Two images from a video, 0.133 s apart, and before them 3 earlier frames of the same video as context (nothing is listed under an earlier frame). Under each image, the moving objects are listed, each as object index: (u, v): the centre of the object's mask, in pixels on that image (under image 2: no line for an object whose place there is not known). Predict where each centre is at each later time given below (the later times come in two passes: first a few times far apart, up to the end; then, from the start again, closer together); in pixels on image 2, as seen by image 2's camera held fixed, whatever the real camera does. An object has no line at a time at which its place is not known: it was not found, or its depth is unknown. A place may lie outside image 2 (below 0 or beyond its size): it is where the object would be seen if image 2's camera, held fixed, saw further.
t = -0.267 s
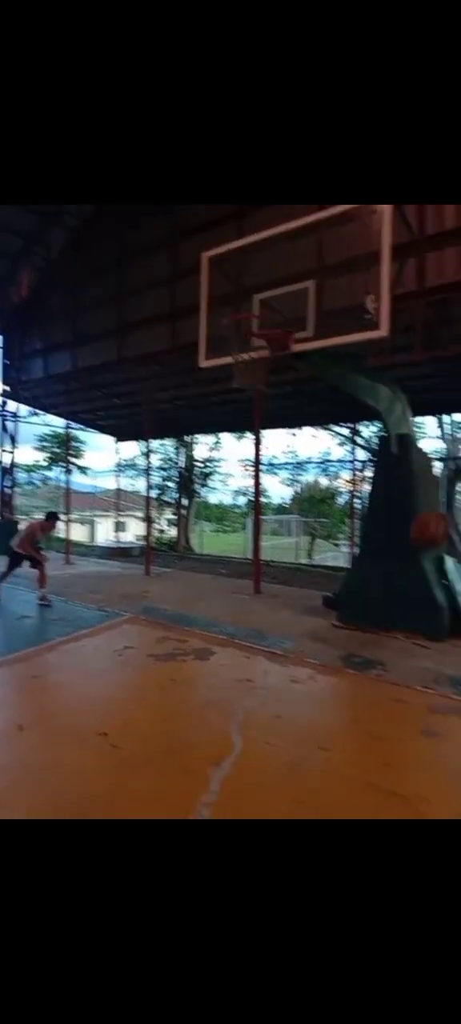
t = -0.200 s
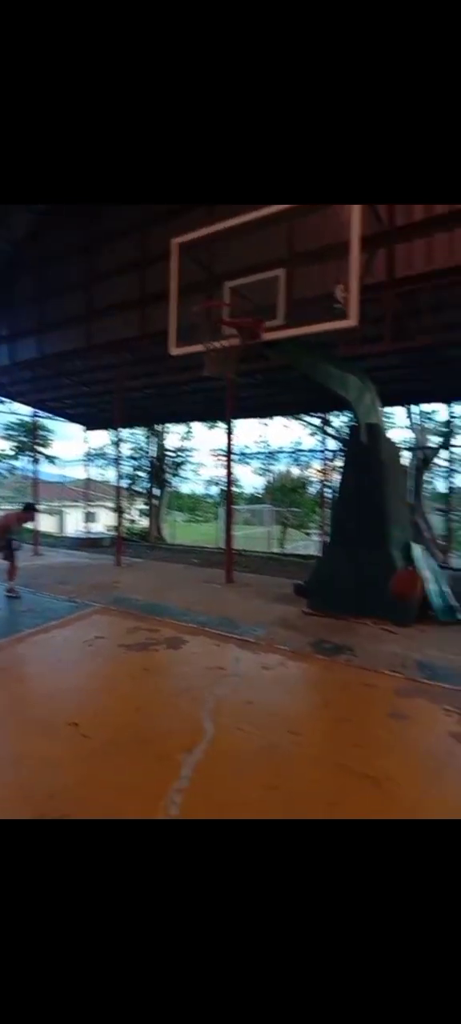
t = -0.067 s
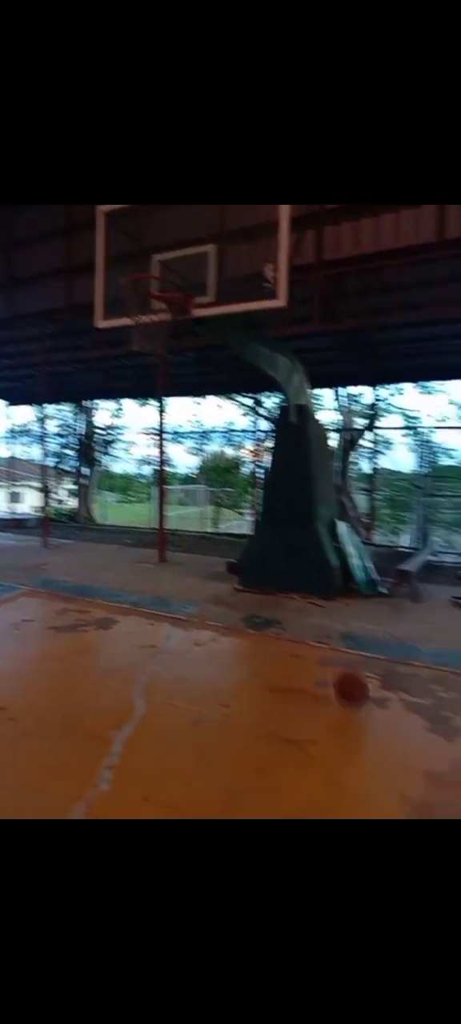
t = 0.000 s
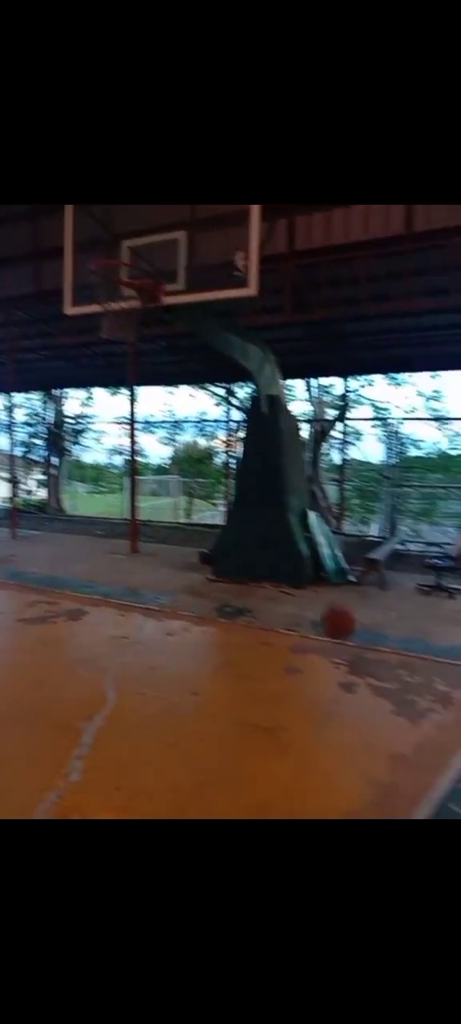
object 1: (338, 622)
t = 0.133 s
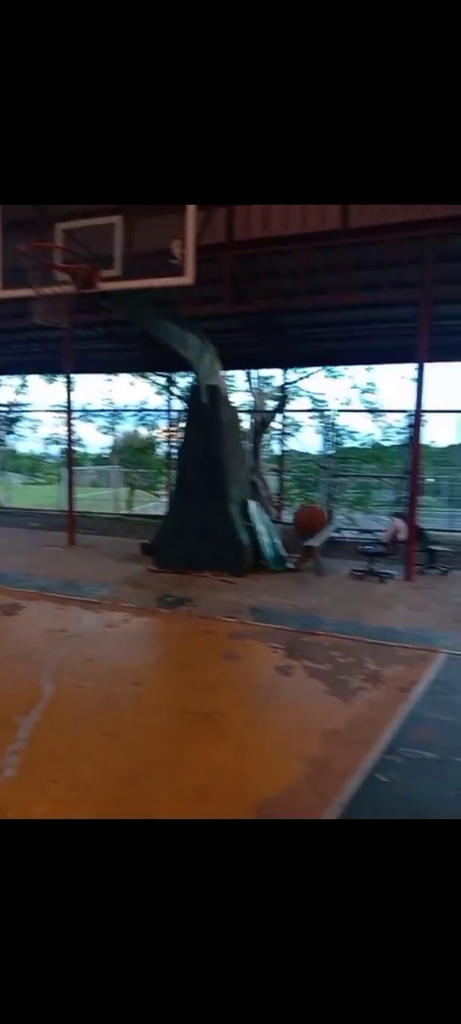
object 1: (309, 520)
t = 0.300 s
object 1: (351, 443)
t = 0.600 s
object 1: (422, 407)
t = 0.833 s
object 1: (467, 471)
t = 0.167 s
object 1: (319, 500)
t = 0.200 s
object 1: (327, 484)
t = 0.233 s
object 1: (335, 469)
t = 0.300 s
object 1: (351, 443)
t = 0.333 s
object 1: (360, 432)
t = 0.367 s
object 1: (368, 423)
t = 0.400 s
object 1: (376, 416)
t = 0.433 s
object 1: (384, 410)
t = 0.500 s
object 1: (400, 404)
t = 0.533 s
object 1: (407, 403)
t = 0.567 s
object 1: (414, 404)
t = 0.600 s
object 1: (422, 407)
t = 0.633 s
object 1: (431, 411)
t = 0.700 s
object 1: (441, 425)
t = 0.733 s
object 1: (447, 434)
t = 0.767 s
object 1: (454, 446)
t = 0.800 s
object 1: (461, 458)
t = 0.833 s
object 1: (467, 471)
